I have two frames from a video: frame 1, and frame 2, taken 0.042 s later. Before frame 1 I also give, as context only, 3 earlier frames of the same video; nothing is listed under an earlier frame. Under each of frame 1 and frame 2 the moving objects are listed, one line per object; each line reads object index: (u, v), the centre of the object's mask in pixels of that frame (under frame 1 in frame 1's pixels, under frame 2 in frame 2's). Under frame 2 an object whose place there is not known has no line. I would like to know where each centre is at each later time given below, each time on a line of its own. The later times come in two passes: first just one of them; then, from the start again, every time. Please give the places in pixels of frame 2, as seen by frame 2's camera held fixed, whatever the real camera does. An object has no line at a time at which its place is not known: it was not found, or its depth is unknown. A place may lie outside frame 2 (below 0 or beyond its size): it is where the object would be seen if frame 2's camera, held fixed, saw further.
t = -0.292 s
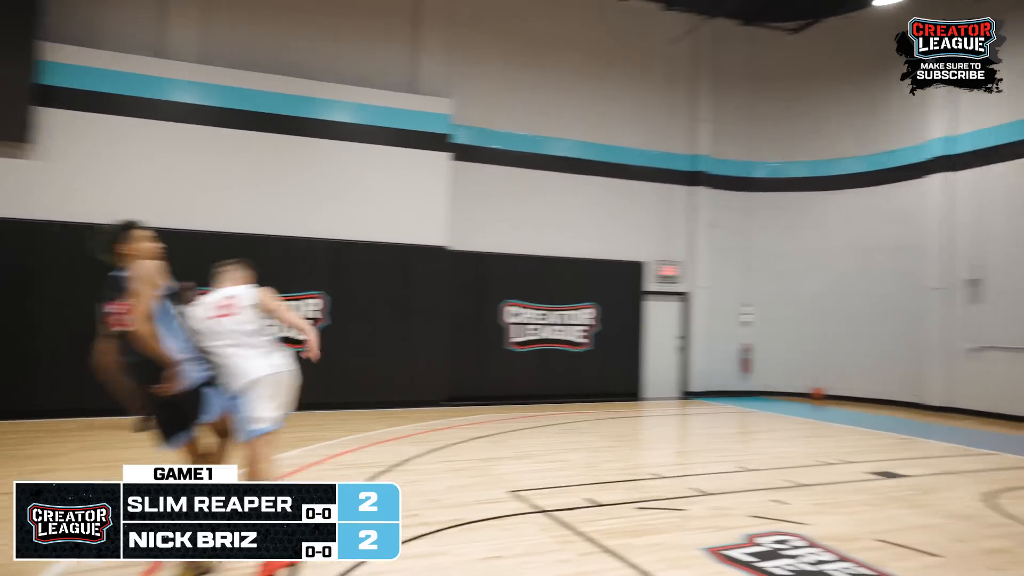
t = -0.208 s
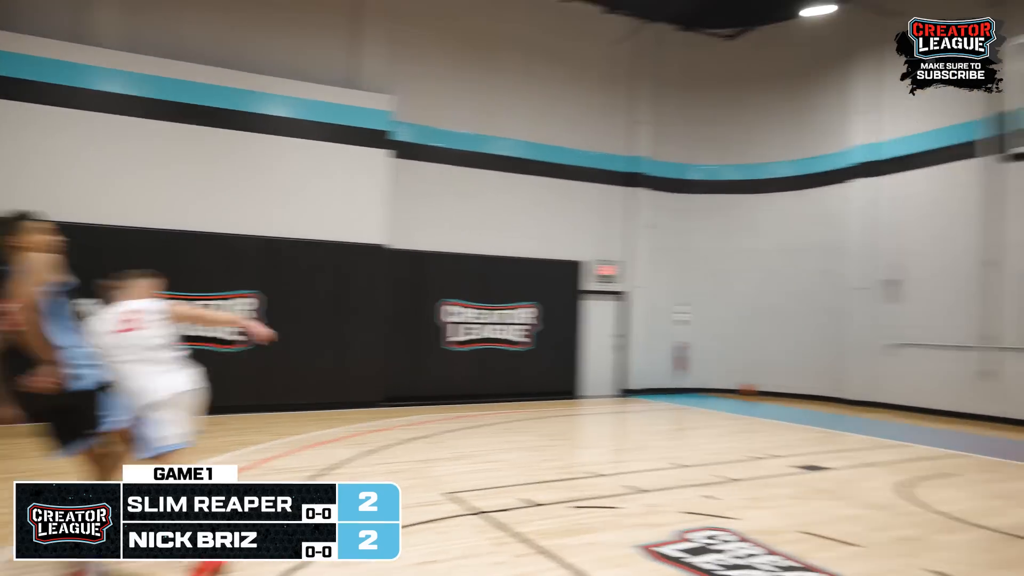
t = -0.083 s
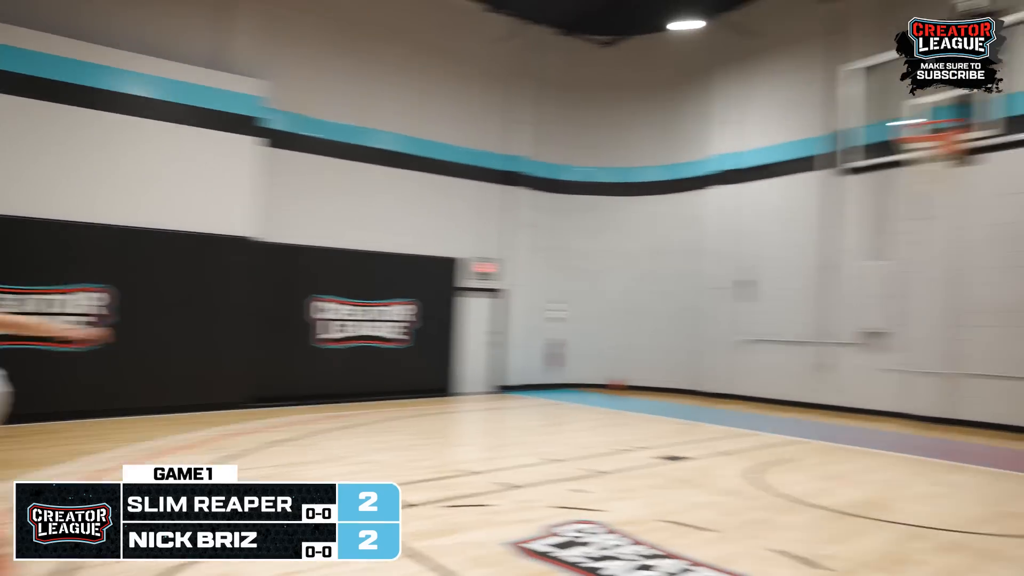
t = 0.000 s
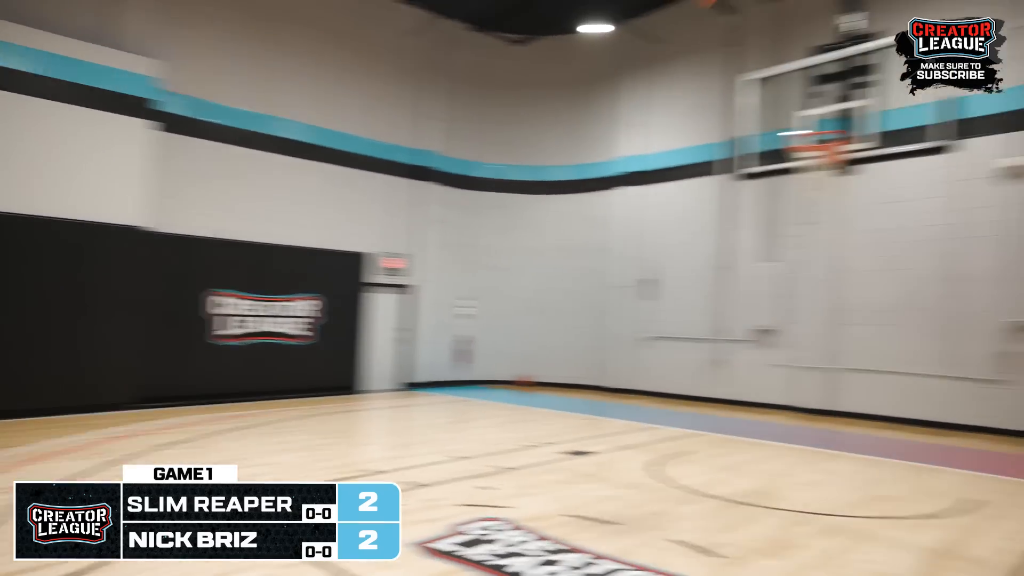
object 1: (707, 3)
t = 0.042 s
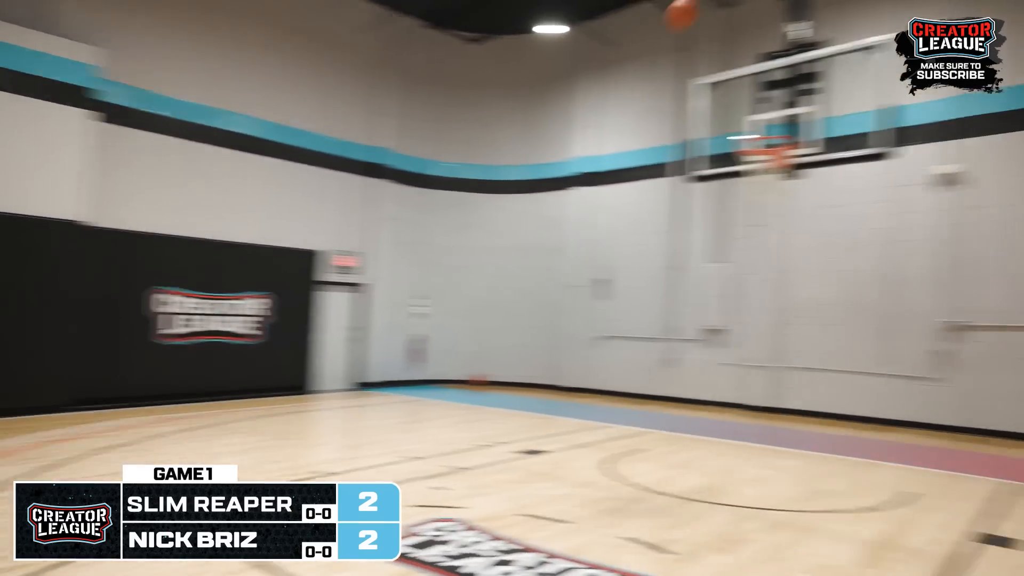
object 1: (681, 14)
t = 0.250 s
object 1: (760, 129)
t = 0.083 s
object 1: (700, 33)
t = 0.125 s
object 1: (717, 56)
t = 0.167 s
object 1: (732, 82)
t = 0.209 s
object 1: (746, 106)
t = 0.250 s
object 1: (760, 129)
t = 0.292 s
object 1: (775, 159)
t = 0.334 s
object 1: (773, 178)
